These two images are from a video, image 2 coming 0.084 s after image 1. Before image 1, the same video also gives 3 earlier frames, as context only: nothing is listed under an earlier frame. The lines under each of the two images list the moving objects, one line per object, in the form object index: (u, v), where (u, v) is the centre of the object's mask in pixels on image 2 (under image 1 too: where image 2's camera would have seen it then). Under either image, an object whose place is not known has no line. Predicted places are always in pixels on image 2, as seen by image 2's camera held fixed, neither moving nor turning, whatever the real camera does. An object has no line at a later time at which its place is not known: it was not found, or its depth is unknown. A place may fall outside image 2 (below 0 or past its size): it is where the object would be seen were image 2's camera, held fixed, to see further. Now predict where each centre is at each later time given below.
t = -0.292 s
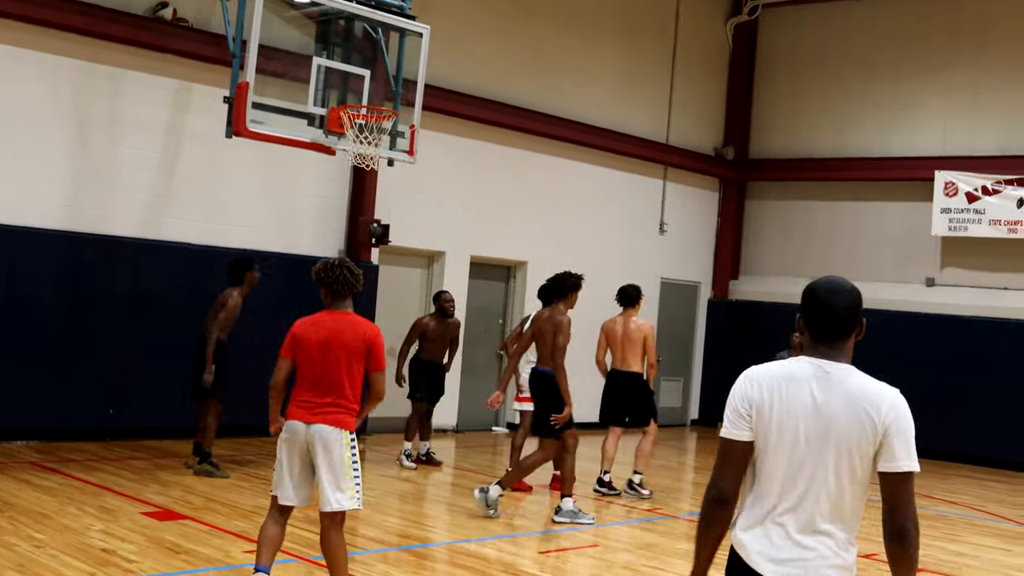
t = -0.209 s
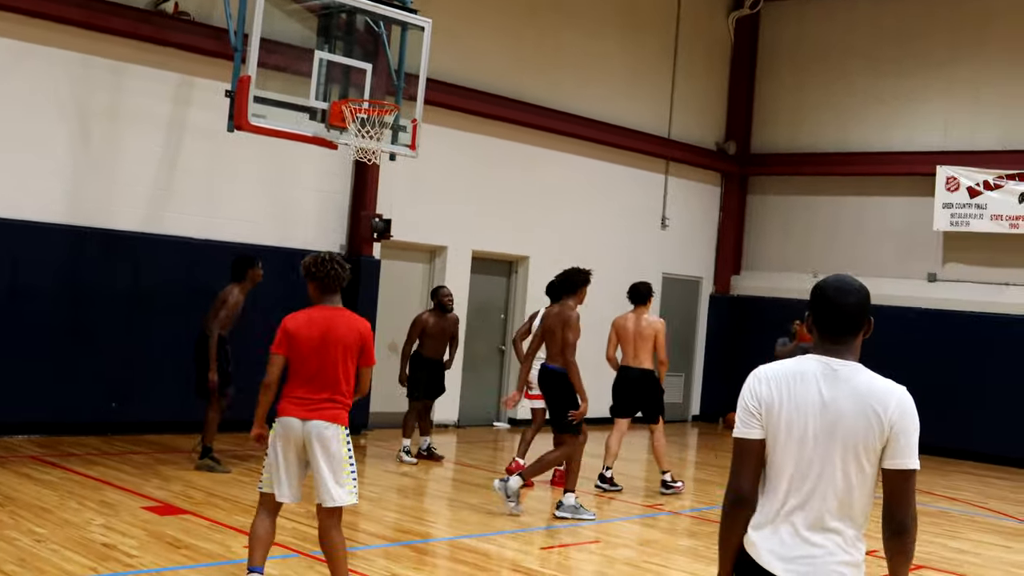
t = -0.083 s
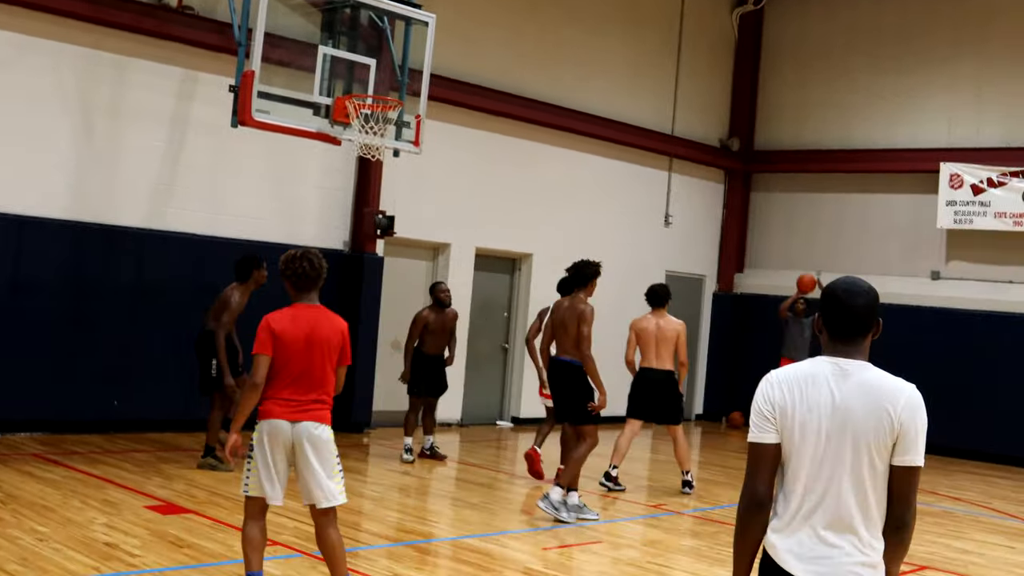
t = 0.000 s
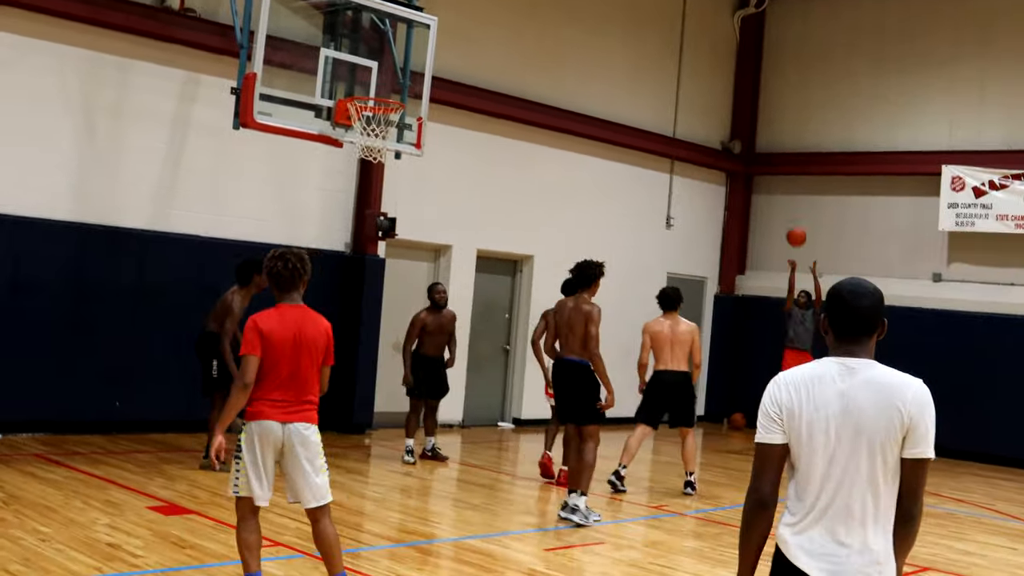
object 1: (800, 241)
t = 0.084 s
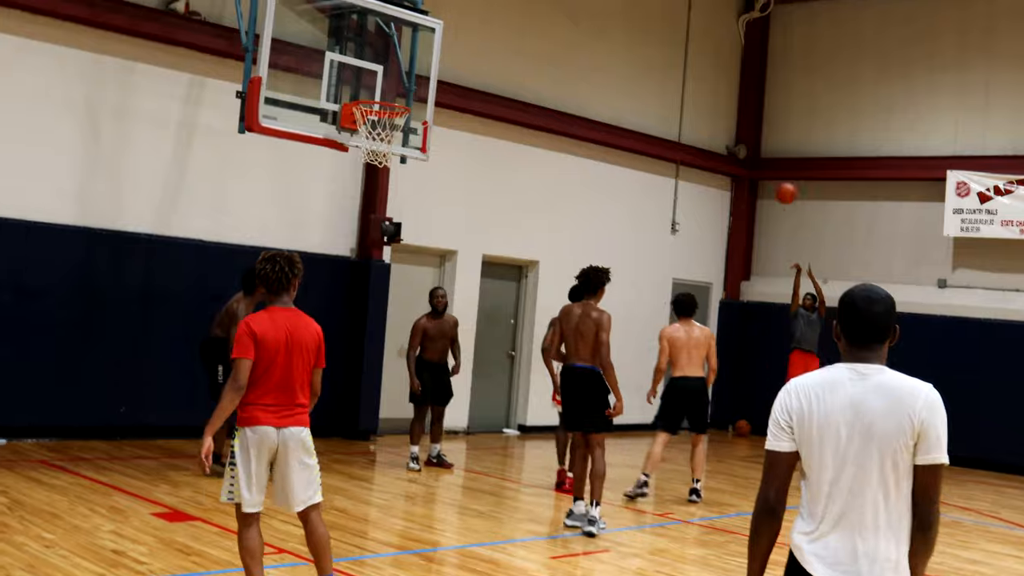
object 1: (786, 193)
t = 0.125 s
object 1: (776, 171)
